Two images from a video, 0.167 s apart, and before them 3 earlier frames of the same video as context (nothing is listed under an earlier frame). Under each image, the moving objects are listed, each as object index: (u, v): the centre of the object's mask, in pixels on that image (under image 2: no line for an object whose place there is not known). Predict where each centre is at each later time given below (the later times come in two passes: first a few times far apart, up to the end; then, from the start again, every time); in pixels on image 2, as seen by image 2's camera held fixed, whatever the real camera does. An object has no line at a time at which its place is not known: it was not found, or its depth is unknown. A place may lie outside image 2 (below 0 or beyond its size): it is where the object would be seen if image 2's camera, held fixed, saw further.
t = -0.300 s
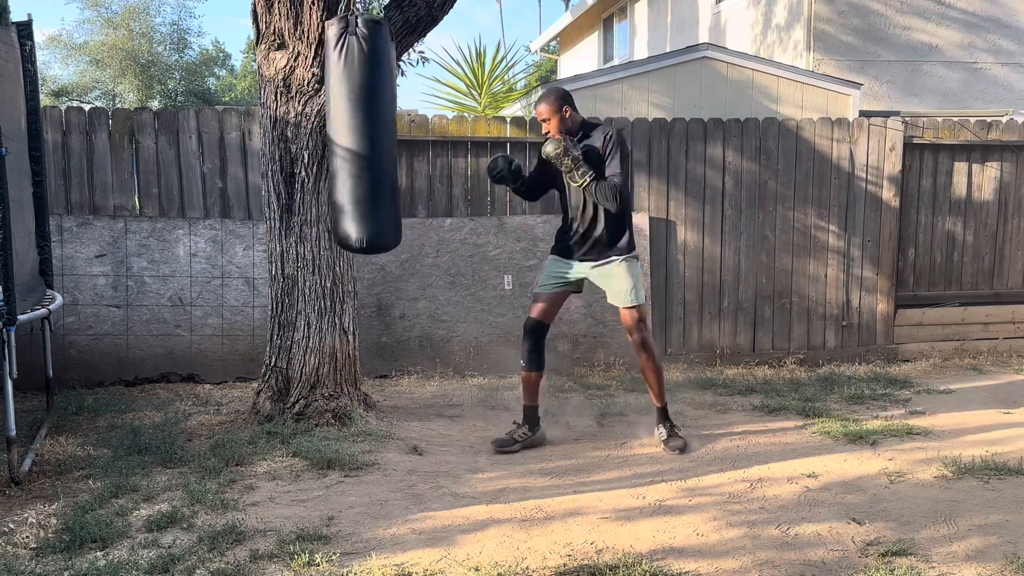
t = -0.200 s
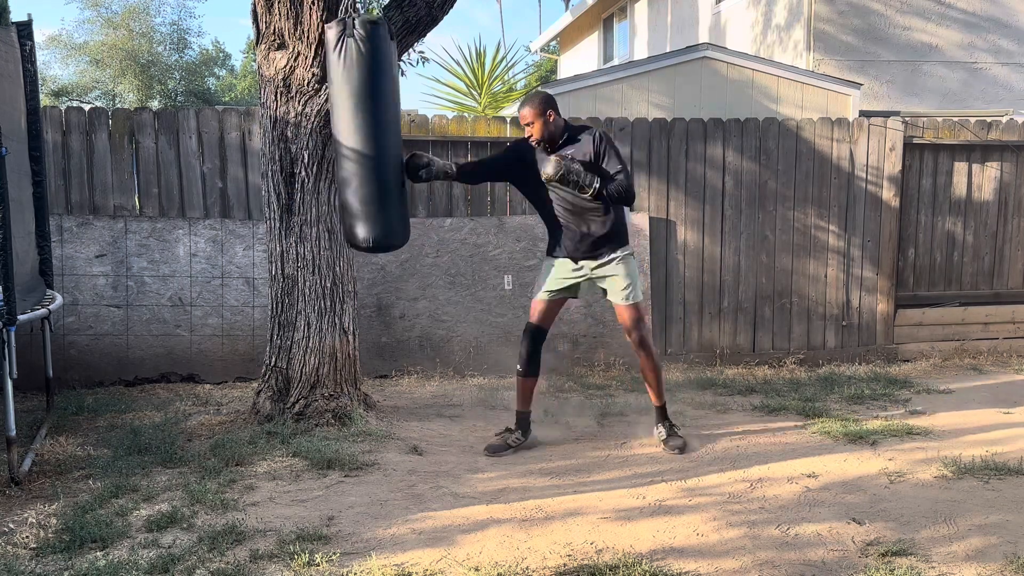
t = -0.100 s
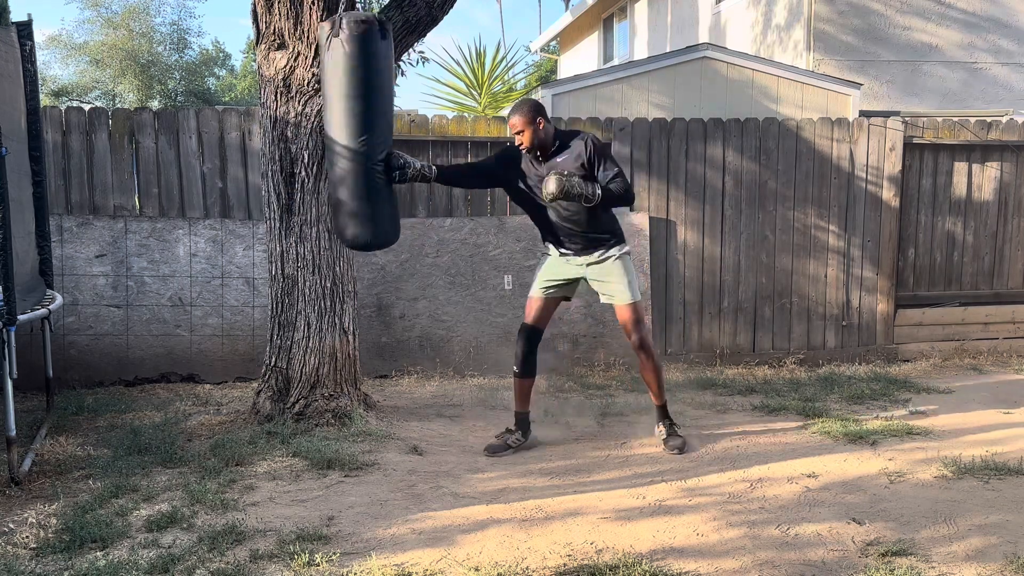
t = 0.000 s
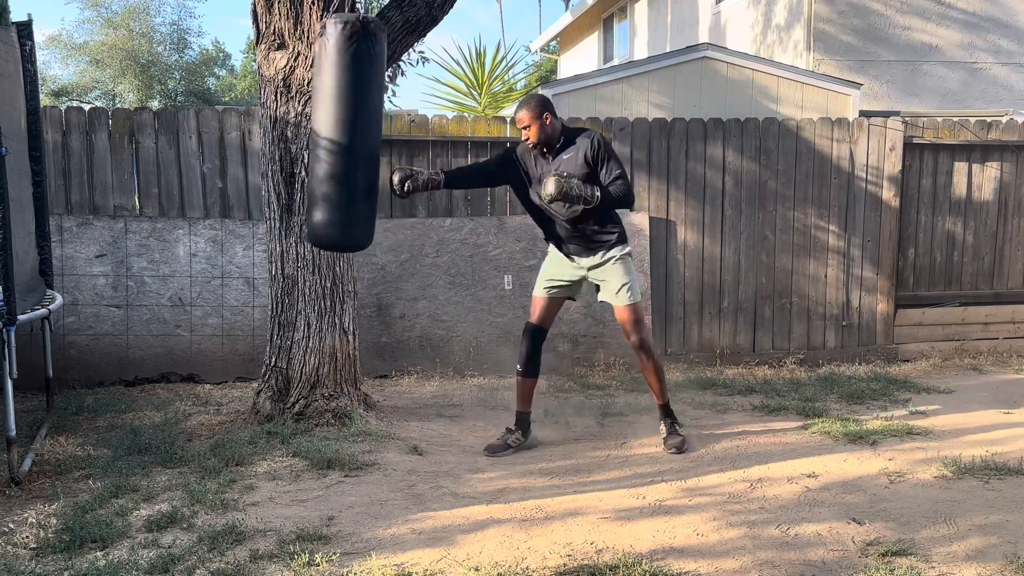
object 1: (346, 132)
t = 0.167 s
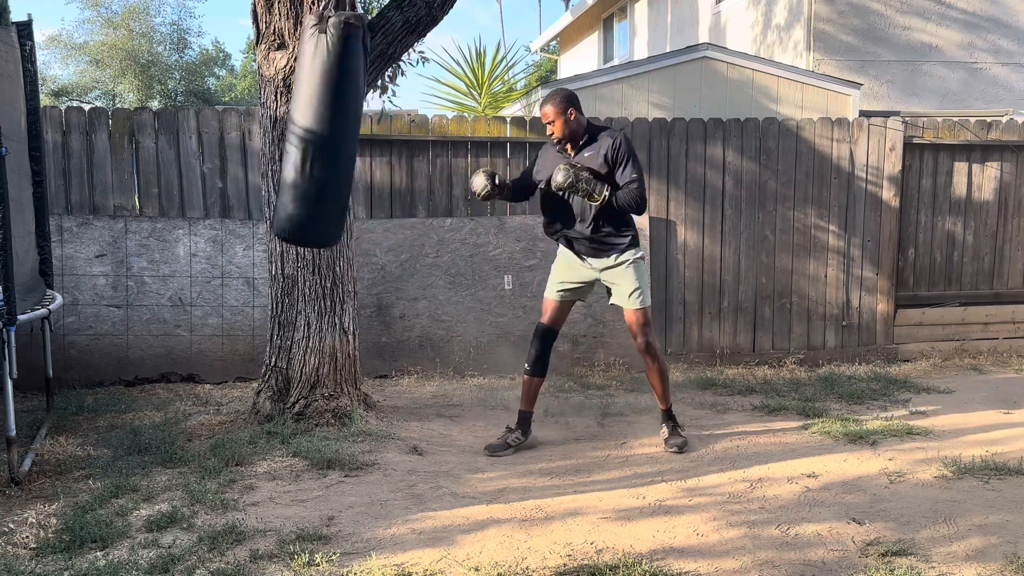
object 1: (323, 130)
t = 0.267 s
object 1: (316, 127)
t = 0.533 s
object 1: (315, 124)
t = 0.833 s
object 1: (345, 134)
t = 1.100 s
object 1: (382, 133)
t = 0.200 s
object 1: (320, 129)
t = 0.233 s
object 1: (317, 128)
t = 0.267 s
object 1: (316, 127)
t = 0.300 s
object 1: (314, 127)
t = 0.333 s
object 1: (313, 128)
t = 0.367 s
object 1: (313, 127)
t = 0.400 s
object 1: (312, 127)
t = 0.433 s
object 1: (312, 126)
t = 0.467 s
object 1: (313, 124)
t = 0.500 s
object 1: (314, 124)
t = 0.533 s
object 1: (315, 124)
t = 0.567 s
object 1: (318, 125)
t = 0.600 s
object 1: (320, 126)
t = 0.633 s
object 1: (323, 127)
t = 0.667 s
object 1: (326, 128)
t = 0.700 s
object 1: (329, 129)
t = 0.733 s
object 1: (332, 131)
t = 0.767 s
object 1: (336, 133)
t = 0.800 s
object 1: (340, 133)
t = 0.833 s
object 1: (345, 134)
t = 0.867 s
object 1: (350, 133)
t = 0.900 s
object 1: (354, 134)
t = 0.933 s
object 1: (359, 134)
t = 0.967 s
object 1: (363, 134)
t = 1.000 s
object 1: (368, 134)
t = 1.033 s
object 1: (372, 133)
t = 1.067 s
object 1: (377, 134)
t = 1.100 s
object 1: (382, 133)
